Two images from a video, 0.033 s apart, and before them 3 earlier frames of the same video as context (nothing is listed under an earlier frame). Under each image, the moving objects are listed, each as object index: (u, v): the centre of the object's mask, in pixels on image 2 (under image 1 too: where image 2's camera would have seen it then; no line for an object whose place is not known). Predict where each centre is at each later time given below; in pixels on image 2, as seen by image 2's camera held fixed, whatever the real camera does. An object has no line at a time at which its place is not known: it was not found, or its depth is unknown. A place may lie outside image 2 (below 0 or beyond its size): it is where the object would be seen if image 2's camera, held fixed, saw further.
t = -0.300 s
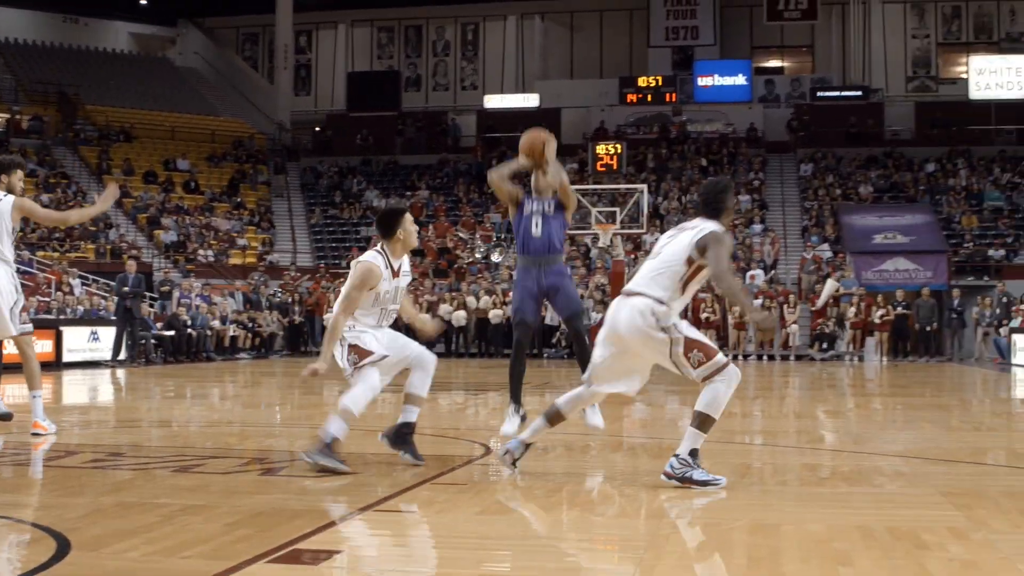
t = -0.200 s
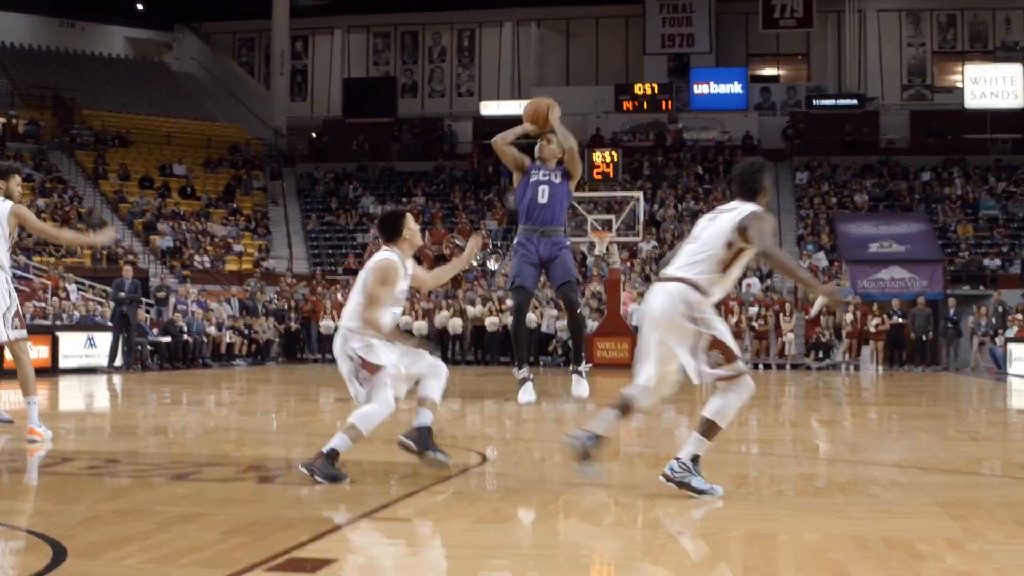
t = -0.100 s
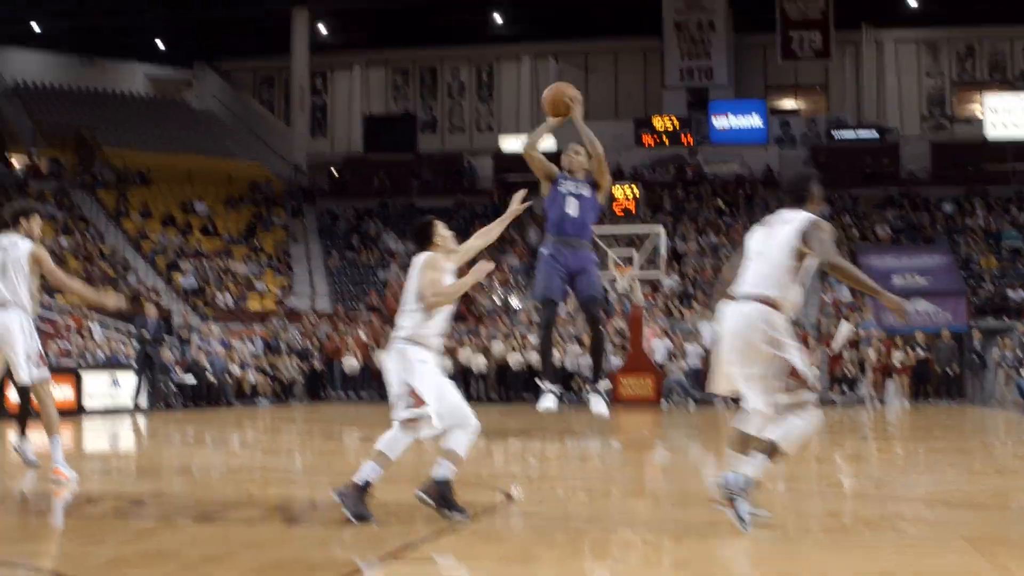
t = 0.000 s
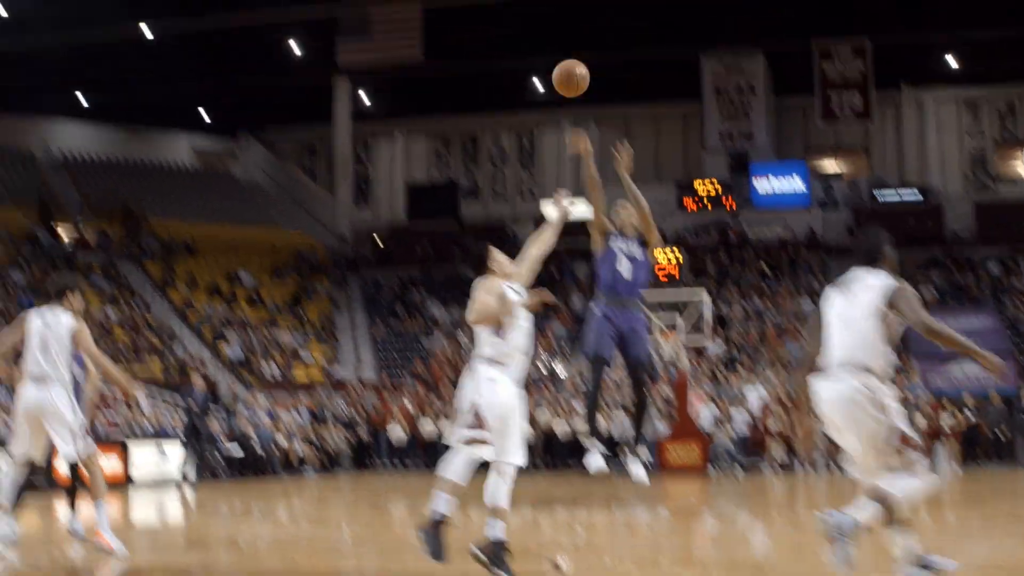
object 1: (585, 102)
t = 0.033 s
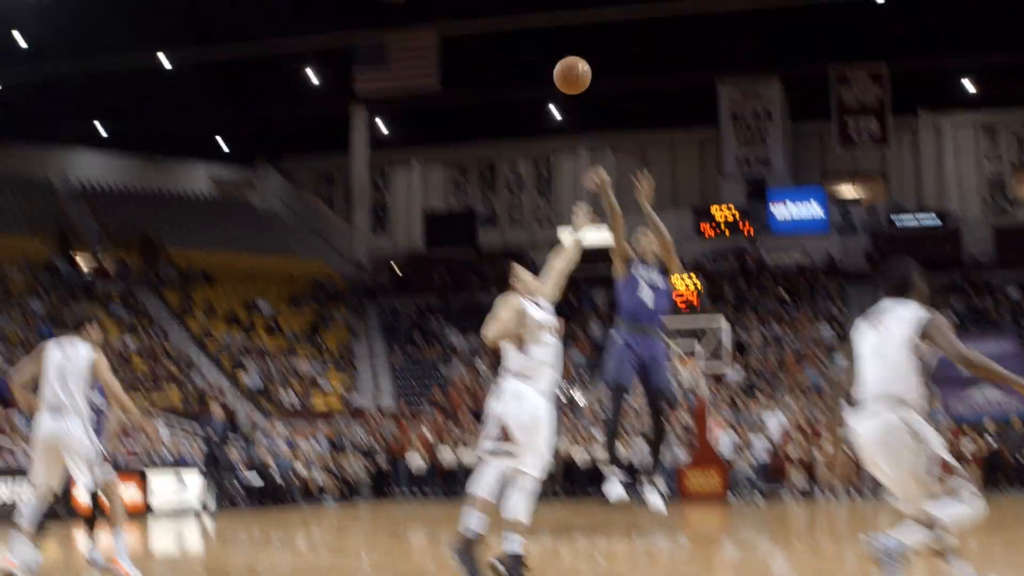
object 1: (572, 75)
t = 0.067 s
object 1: (559, 49)
